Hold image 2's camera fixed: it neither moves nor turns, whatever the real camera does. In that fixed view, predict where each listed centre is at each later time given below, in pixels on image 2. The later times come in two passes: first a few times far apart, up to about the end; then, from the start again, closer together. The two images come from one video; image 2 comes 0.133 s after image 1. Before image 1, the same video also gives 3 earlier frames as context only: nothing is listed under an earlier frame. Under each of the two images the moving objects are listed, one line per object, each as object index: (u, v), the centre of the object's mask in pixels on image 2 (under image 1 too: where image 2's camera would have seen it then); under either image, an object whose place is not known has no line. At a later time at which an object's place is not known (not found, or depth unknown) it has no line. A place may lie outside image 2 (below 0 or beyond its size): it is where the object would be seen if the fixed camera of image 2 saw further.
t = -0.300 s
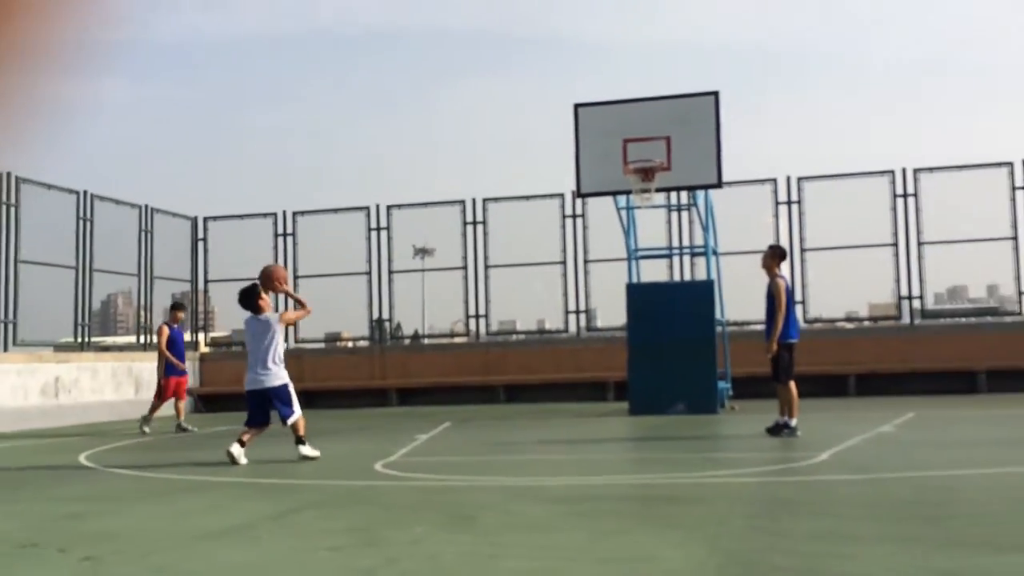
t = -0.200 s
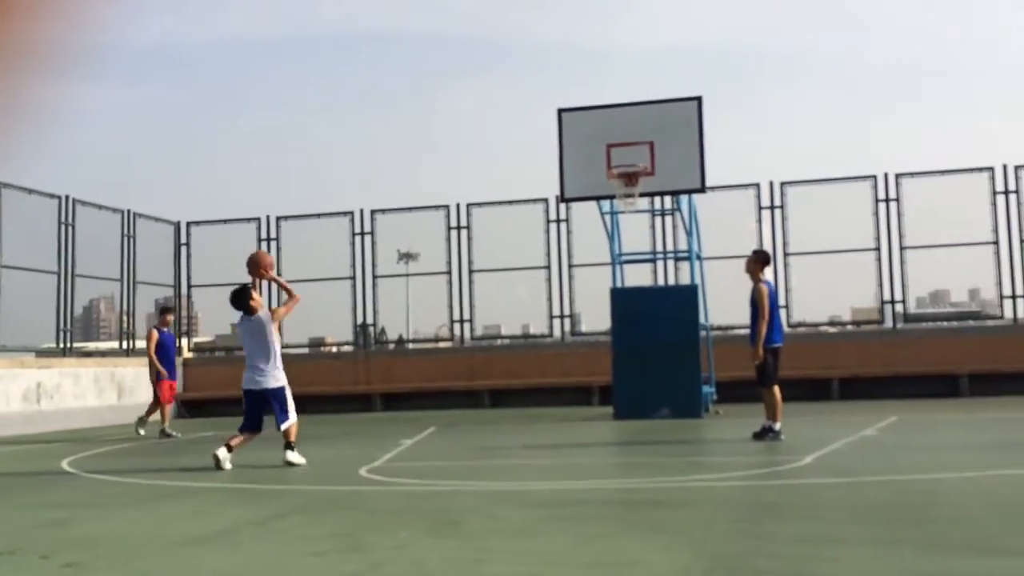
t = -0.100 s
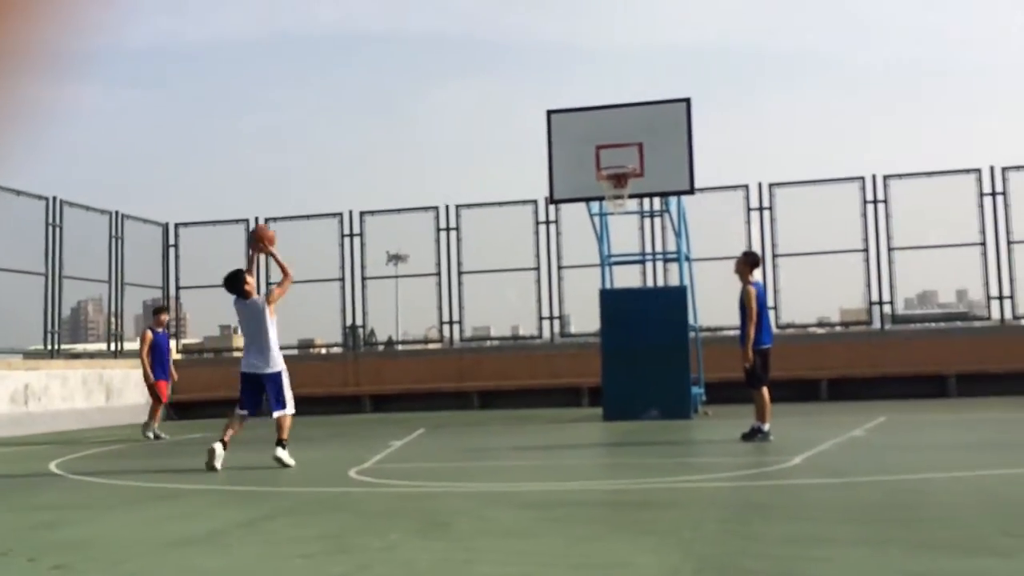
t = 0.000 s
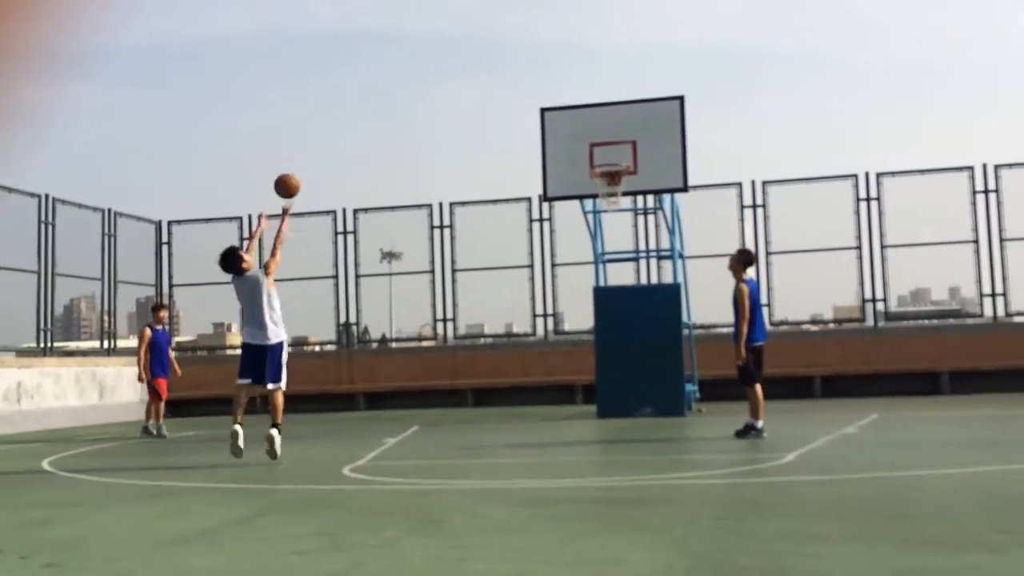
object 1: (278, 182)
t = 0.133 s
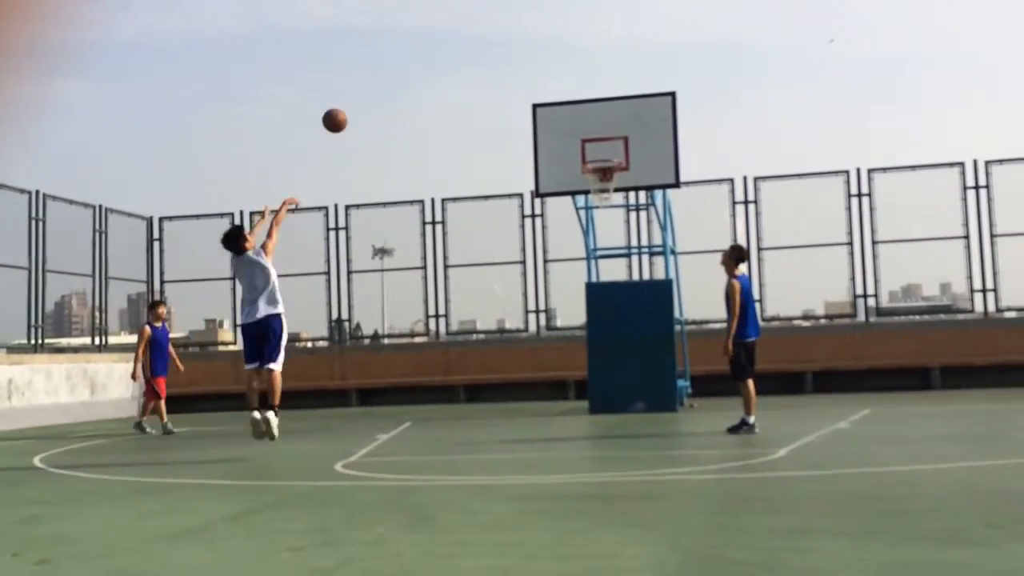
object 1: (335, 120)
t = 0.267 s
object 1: (385, 81)
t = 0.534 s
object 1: (474, 60)
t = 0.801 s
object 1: (550, 100)
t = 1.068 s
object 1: (620, 192)
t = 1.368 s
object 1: (681, 338)
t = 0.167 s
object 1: (348, 109)
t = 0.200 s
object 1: (361, 98)
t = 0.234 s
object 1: (373, 89)
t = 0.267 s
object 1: (385, 81)
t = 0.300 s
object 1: (397, 74)
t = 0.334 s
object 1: (409, 69)
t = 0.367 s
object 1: (420, 64)
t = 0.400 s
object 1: (431, 61)
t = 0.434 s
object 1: (442, 60)
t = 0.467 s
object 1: (452, 58)
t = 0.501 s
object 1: (463, 59)
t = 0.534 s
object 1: (474, 60)
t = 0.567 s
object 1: (484, 62)
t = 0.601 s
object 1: (493, 65)
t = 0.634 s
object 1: (504, 68)
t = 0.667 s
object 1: (513, 73)
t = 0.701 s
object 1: (522, 79)
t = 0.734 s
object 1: (532, 85)
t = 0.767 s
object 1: (541, 93)
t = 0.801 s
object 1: (550, 100)
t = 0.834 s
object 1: (559, 109)
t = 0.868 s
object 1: (568, 119)
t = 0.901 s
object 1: (576, 130)
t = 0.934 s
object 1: (585, 140)
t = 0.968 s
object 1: (592, 152)
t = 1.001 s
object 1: (601, 165)
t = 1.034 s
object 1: (615, 178)
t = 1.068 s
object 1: (620, 192)
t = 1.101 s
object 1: (626, 205)
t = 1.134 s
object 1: (632, 220)
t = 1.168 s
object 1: (639, 235)
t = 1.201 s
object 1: (646, 250)
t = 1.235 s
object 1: (652, 268)
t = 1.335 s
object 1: (675, 322)
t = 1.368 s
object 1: (681, 338)
